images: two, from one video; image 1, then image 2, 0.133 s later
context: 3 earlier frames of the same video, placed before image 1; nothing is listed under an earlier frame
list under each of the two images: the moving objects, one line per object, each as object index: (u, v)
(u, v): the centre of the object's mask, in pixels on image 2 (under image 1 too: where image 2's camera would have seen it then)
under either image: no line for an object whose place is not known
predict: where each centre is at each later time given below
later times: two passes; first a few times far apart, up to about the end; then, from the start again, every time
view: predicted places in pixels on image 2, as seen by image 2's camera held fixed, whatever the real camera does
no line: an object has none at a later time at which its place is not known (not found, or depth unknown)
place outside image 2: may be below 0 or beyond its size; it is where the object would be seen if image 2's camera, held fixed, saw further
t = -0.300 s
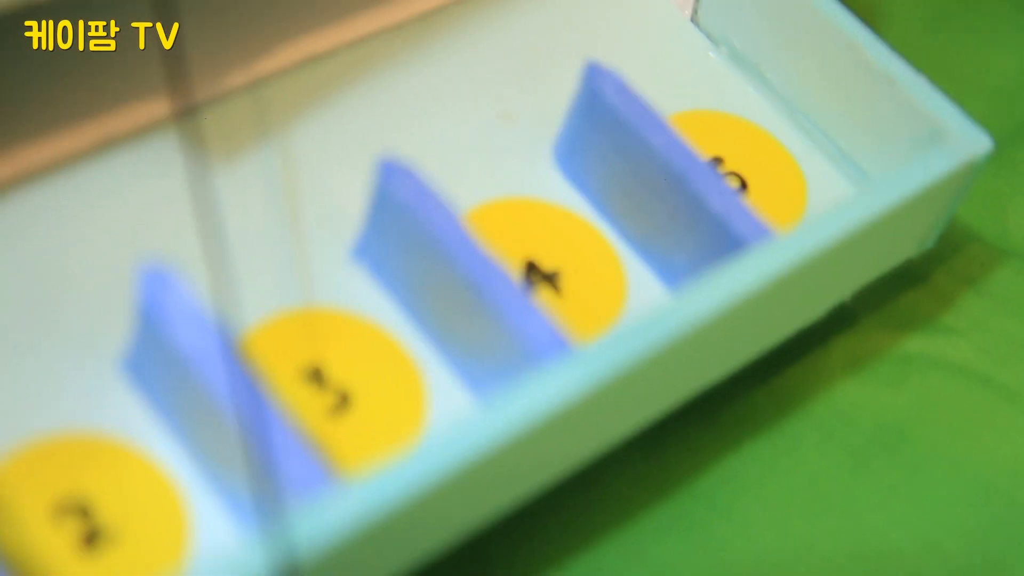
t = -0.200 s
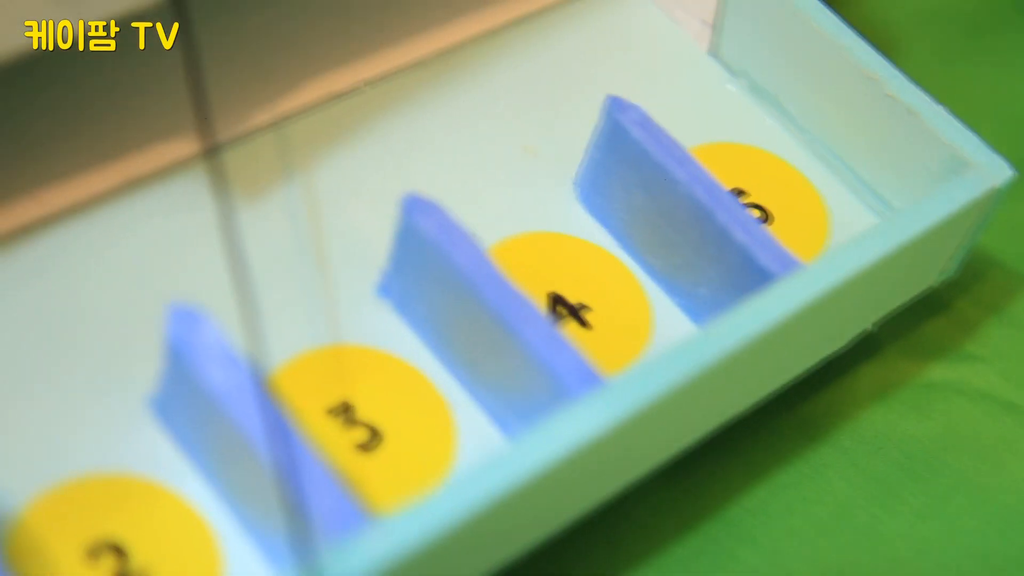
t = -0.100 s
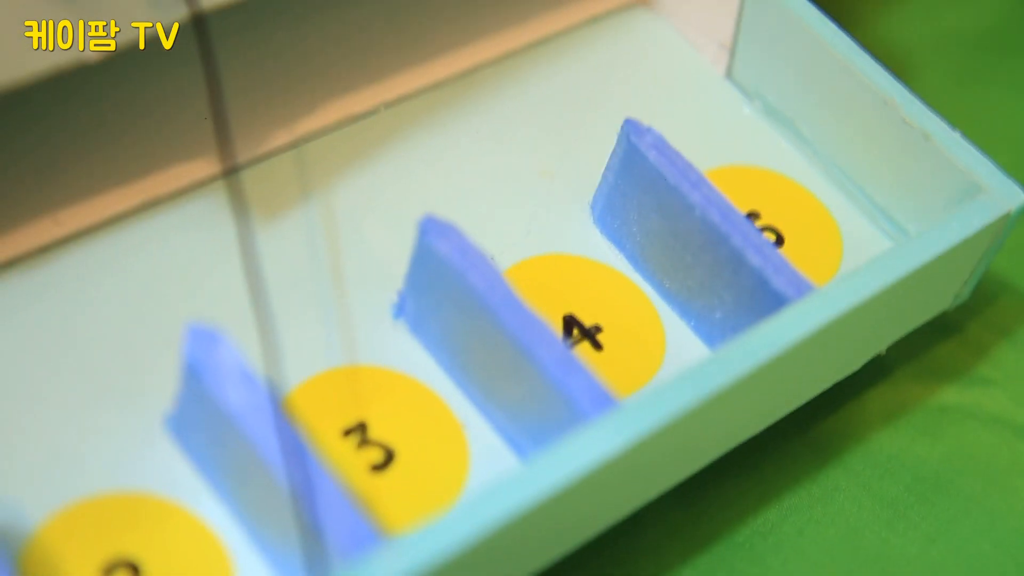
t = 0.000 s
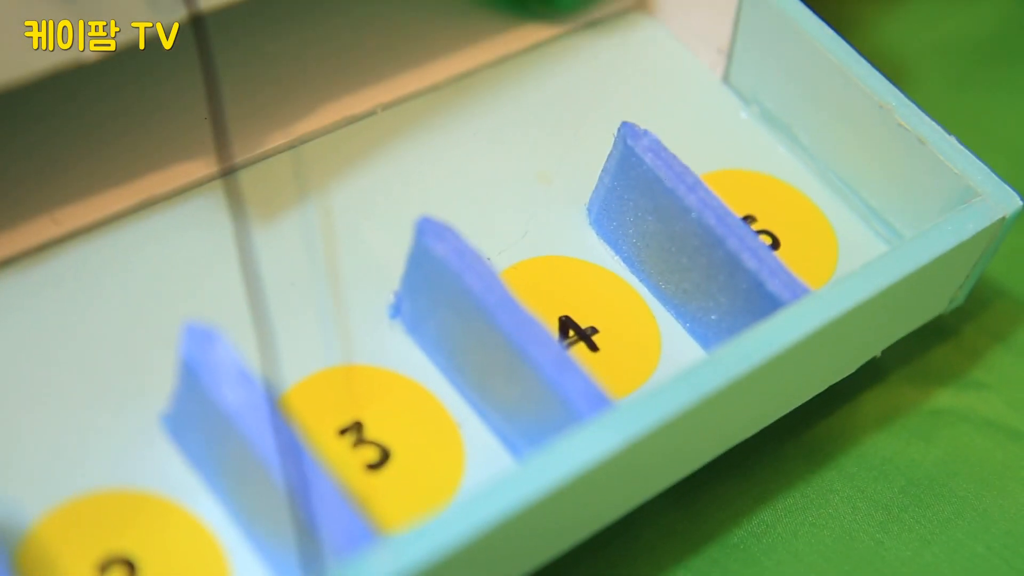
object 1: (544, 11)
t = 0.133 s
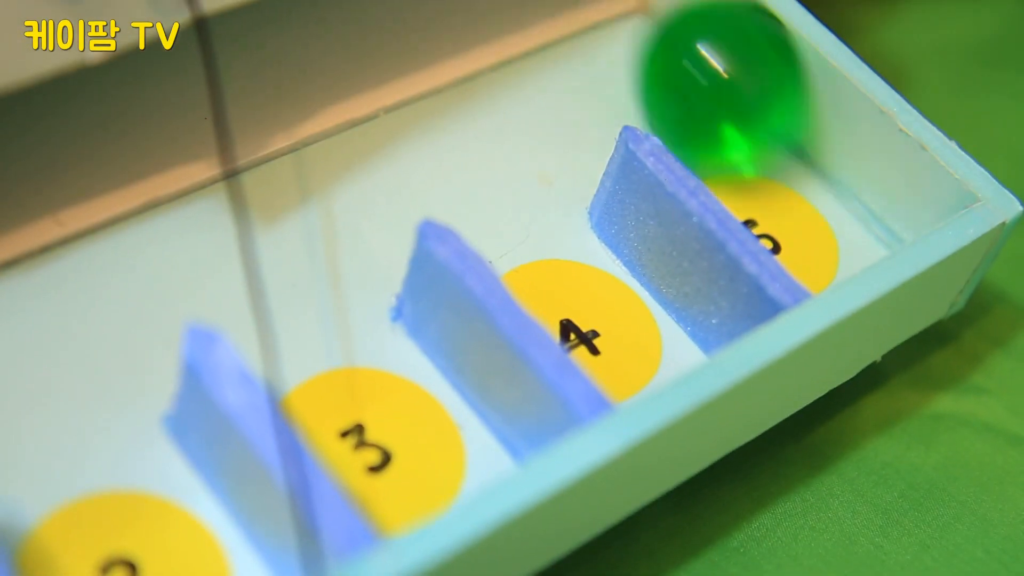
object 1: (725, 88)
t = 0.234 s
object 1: (788, 159)
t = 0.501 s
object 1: (792, 187)
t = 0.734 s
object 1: (814, 203)
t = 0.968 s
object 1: (816, 203)
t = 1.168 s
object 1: (816, 202)
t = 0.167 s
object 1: (784, 149)
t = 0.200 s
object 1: (833, 196)
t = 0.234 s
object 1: (788, 159)
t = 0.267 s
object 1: (763, 139)
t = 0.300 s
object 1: (752, 131)
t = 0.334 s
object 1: (750, 133)
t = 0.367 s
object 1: (758, 144)
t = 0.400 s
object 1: (776, 166)
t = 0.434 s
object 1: (803, 195)
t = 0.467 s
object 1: (802, 196)
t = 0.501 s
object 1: (792, 187)
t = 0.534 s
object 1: (794, 189)
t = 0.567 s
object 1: (806, 198)
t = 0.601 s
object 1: (810, 201)
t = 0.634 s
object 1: (809, 199)
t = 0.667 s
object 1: (814, 203)
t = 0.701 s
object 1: (813, 202)
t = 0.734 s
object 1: (814, 203)
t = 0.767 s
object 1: (815, 203)
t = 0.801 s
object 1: (815, 203)
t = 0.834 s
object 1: (816, 203)
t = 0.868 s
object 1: (816, 203)
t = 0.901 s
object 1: (816, 203)
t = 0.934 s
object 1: (816, 203)
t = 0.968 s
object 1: (816, 203)
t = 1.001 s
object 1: (816, 203)
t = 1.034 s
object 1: (816, 202)
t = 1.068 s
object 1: (816, 203)
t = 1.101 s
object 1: (816, 203)
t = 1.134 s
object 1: (816, 202)
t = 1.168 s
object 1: (816, 202)
